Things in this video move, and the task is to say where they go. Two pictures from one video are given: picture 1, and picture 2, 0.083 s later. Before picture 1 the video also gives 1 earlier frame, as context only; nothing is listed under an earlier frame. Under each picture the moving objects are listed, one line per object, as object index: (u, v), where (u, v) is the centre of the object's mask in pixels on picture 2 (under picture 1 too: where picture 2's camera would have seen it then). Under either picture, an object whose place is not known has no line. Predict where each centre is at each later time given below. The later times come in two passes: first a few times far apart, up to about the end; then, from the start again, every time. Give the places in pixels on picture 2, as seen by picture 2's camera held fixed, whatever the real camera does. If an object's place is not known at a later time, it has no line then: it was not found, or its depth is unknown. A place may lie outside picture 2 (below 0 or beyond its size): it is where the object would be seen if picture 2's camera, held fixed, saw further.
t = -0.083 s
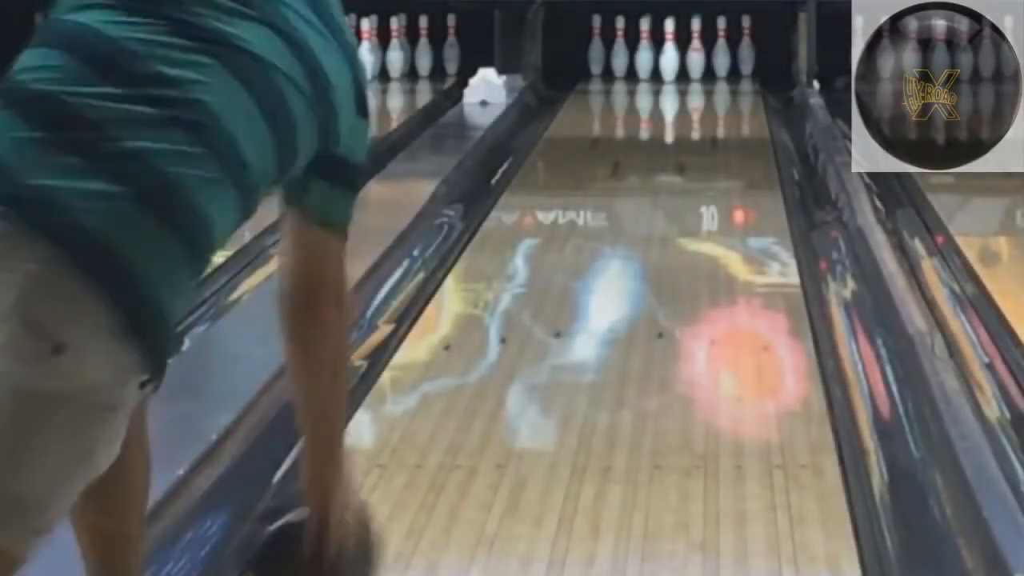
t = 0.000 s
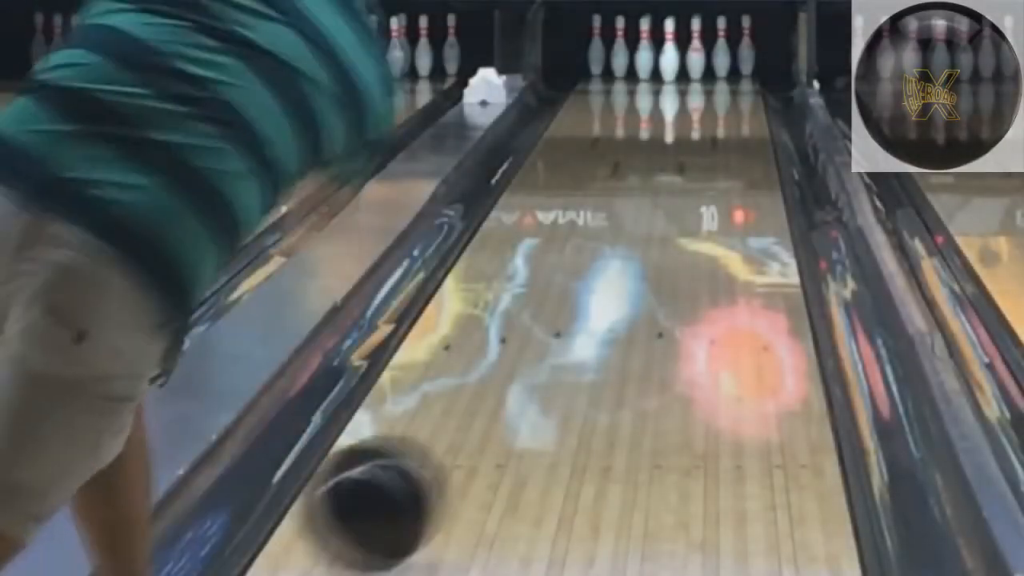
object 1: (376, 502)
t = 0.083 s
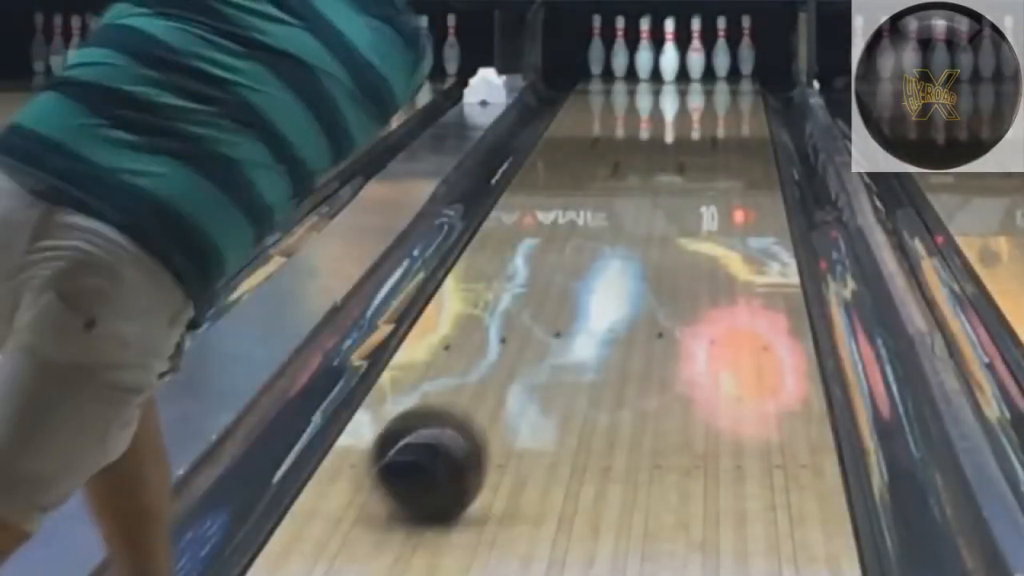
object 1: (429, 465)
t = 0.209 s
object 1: (495, 398)
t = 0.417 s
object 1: (572, 315)
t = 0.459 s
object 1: (583, 303)
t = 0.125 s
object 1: (449, 445)
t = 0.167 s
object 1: (473, 420)
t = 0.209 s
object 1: (495, 398)
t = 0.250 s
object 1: (512, 380)
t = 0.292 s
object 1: (525, 366)
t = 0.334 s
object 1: (543, 346)
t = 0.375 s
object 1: (559, 329)
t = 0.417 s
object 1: (572, 315)
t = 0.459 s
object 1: (583, 303)
